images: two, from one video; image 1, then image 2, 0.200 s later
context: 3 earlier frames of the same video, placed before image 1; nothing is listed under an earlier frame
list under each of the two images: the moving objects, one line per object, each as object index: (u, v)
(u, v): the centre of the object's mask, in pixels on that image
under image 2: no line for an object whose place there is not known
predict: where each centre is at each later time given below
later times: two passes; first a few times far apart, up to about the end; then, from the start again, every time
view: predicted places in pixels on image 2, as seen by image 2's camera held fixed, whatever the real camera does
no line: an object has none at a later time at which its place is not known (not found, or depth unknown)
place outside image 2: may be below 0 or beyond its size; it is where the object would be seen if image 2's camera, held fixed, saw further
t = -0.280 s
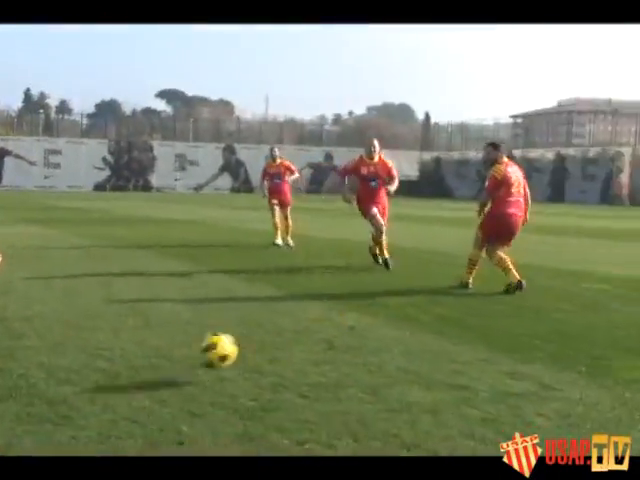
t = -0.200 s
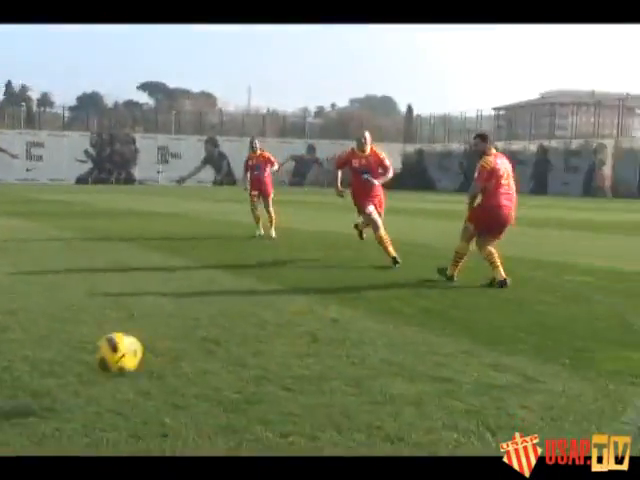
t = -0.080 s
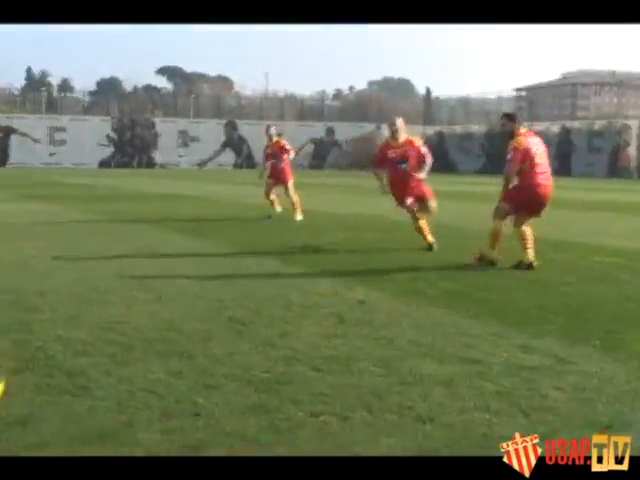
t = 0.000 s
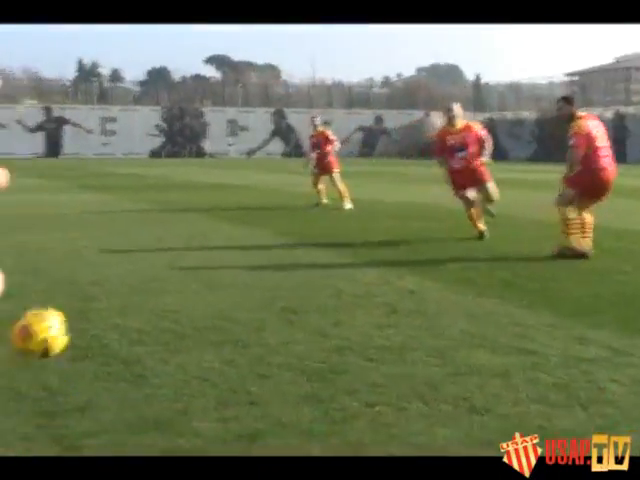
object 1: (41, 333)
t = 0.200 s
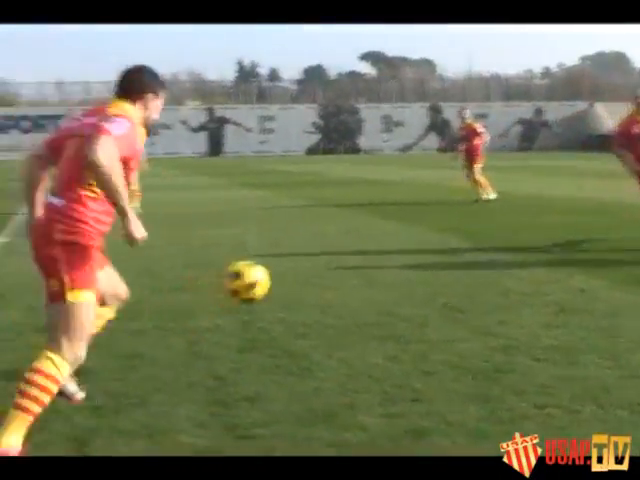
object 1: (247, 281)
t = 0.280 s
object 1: (261, 286)
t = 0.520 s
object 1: (294, 297)
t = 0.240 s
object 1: (254, 283)
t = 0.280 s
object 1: (261, 286)
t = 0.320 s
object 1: (266, 293)
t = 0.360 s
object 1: (271, 301)
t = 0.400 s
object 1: (276, 311)
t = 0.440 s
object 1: (281, 318)
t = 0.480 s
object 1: (287, 306)
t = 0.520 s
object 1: (294, 297)
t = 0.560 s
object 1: (300, 290)
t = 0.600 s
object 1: (305, 286)
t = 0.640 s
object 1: (311, 285)
